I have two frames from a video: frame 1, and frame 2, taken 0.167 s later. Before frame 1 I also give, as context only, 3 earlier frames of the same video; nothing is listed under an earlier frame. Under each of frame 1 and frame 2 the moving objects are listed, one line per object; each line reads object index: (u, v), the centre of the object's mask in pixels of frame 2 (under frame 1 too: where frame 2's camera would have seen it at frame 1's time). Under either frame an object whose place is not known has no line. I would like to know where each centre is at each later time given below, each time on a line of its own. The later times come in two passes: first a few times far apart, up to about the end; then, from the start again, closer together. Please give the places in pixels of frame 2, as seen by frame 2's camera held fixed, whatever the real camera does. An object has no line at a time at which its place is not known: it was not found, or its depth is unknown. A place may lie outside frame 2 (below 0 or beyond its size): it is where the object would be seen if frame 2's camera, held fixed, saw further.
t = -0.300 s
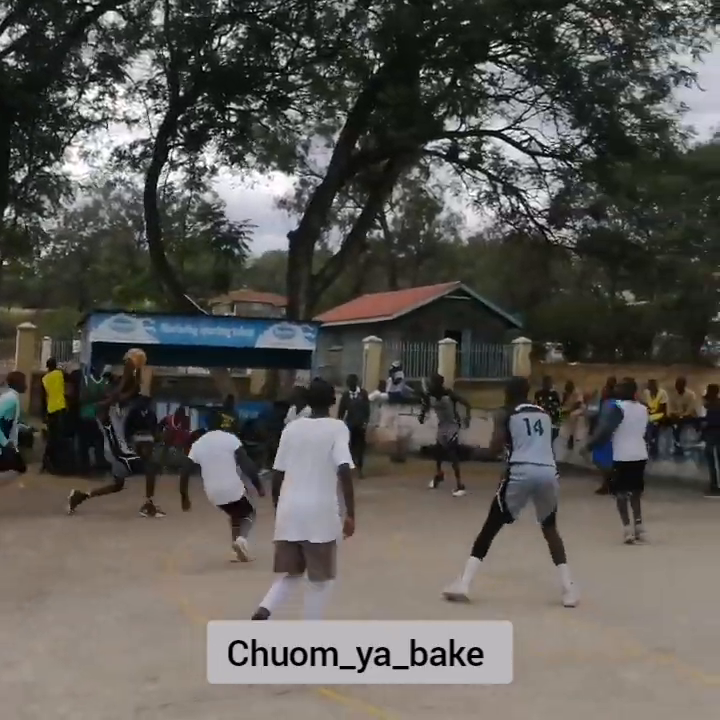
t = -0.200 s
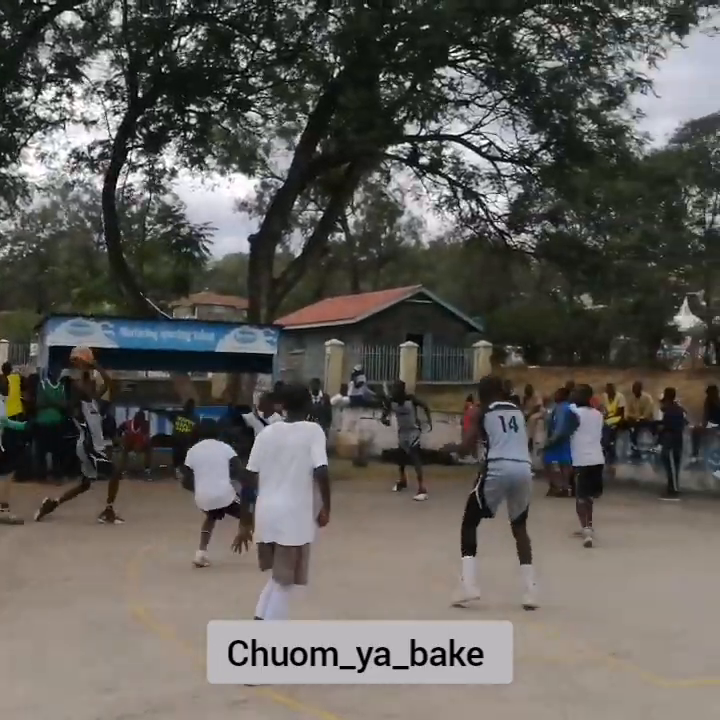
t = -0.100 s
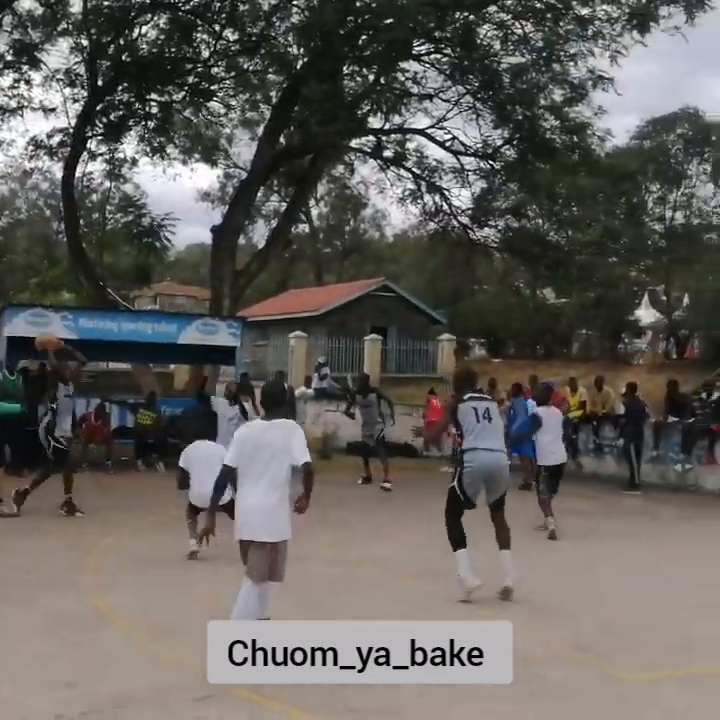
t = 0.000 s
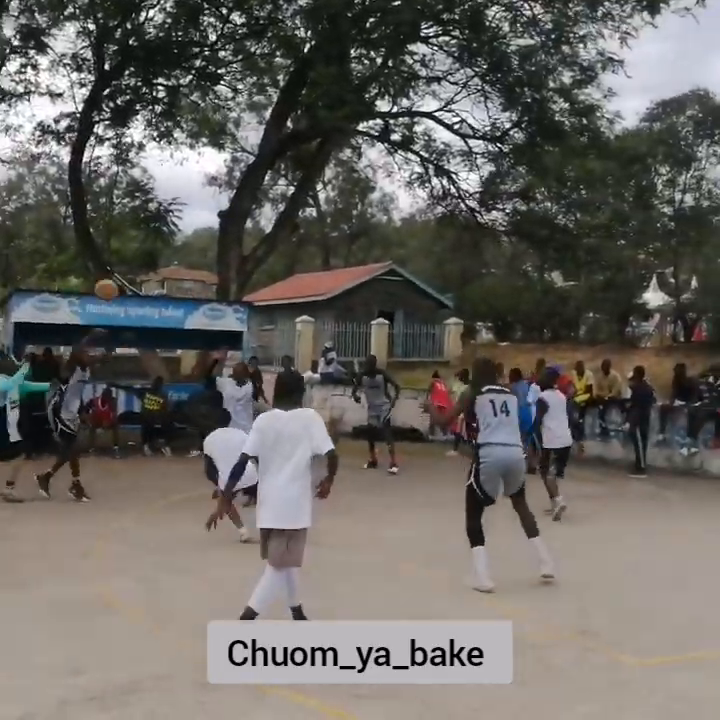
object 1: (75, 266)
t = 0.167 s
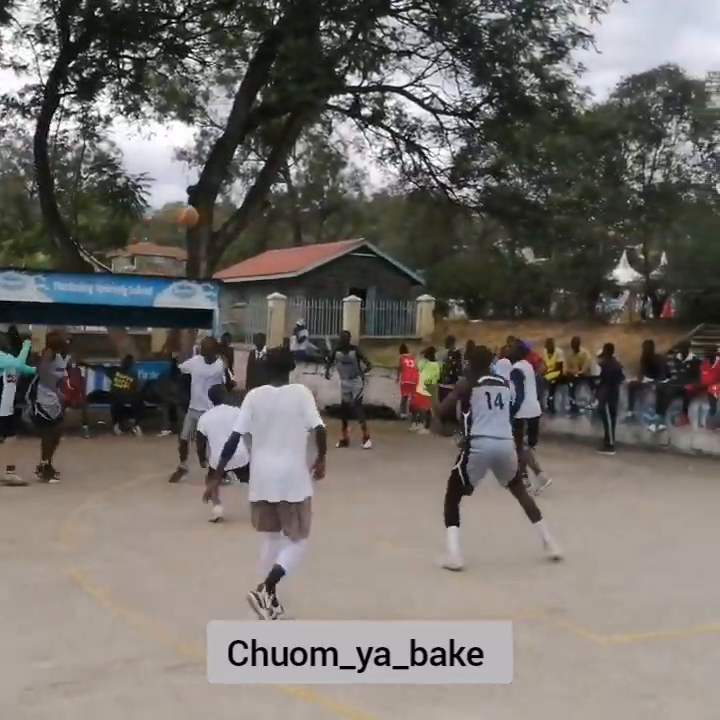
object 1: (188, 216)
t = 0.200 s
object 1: (211, 211)
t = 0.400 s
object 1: (352, 180)
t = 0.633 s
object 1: (541, 194)
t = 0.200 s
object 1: (211, 211)
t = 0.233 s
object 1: (232, 200)
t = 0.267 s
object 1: (255, 194)
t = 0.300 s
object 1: (278, 190)
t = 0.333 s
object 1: (305, 185)
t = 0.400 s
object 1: (352, 180)
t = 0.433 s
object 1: (377, 178)
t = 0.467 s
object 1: (403, 178)
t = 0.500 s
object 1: (429, 178)
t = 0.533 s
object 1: (456, 179)
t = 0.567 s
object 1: (485, 183)
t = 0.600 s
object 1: (513, 188)
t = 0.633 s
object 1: (541, 194)
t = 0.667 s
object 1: (571, 202)
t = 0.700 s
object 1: (598, 210)
